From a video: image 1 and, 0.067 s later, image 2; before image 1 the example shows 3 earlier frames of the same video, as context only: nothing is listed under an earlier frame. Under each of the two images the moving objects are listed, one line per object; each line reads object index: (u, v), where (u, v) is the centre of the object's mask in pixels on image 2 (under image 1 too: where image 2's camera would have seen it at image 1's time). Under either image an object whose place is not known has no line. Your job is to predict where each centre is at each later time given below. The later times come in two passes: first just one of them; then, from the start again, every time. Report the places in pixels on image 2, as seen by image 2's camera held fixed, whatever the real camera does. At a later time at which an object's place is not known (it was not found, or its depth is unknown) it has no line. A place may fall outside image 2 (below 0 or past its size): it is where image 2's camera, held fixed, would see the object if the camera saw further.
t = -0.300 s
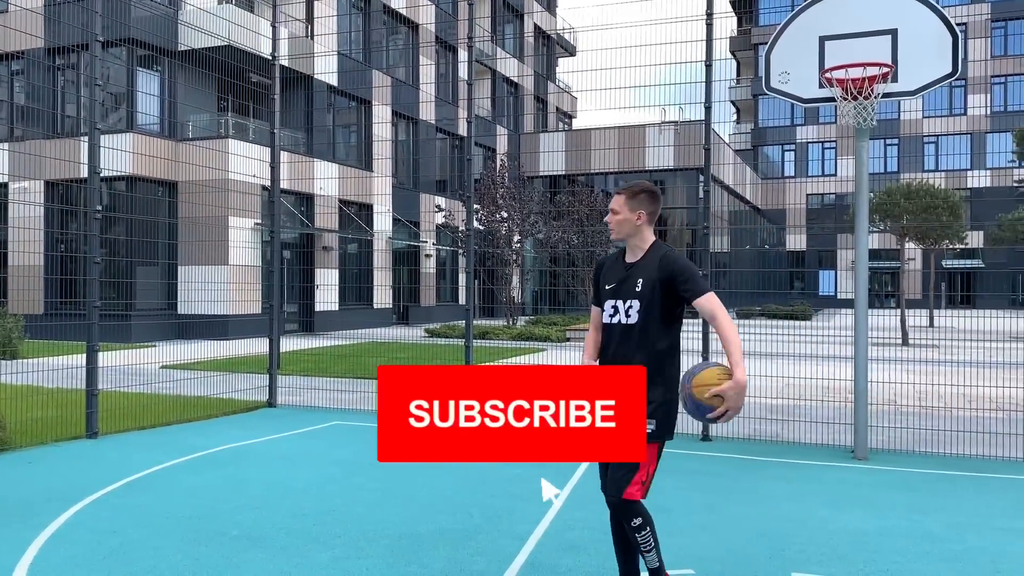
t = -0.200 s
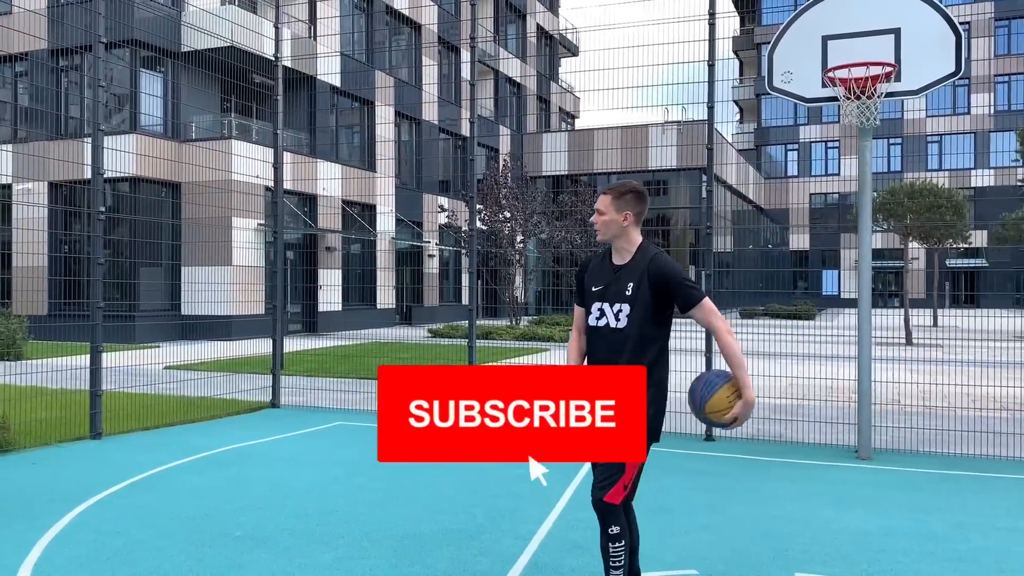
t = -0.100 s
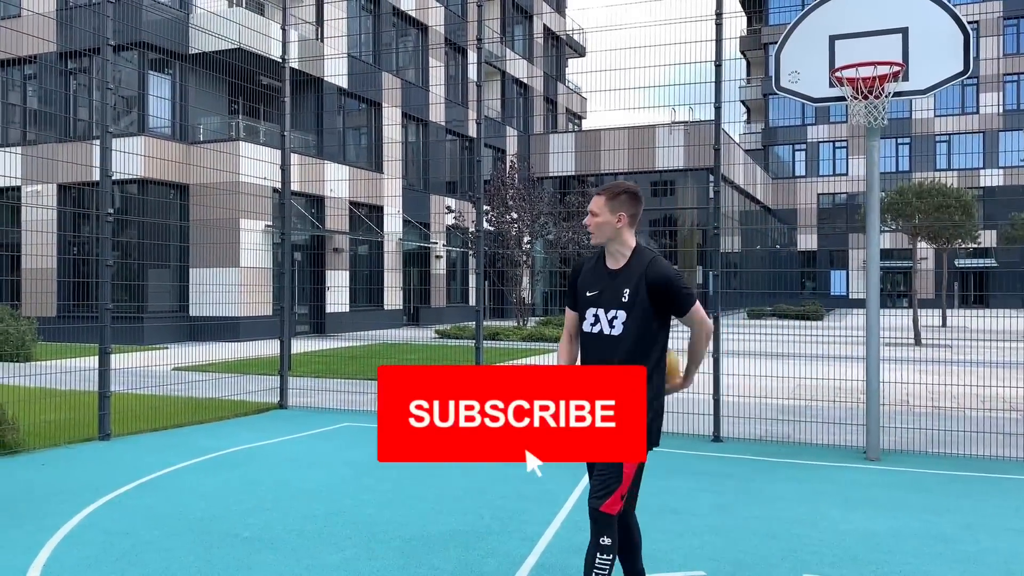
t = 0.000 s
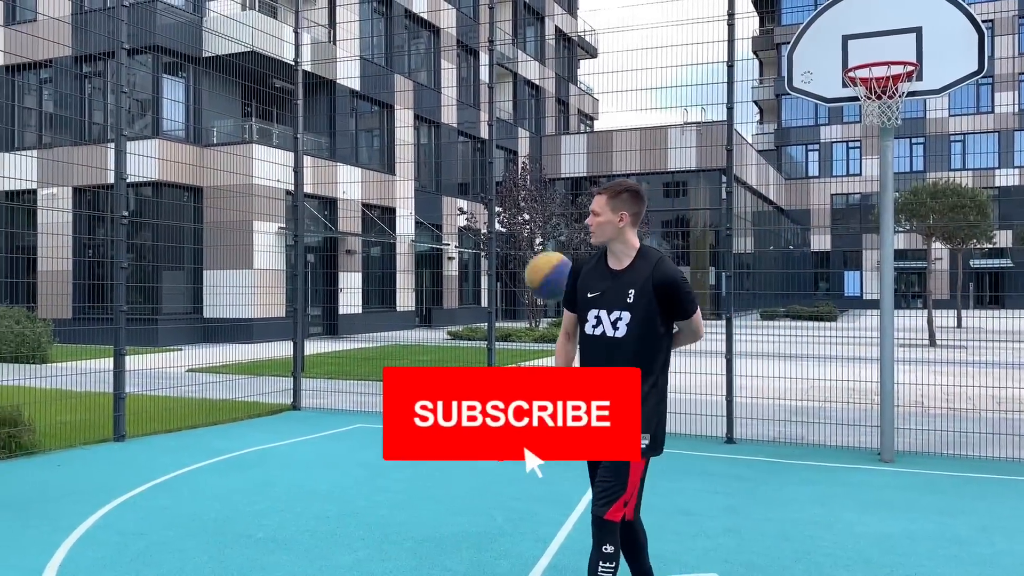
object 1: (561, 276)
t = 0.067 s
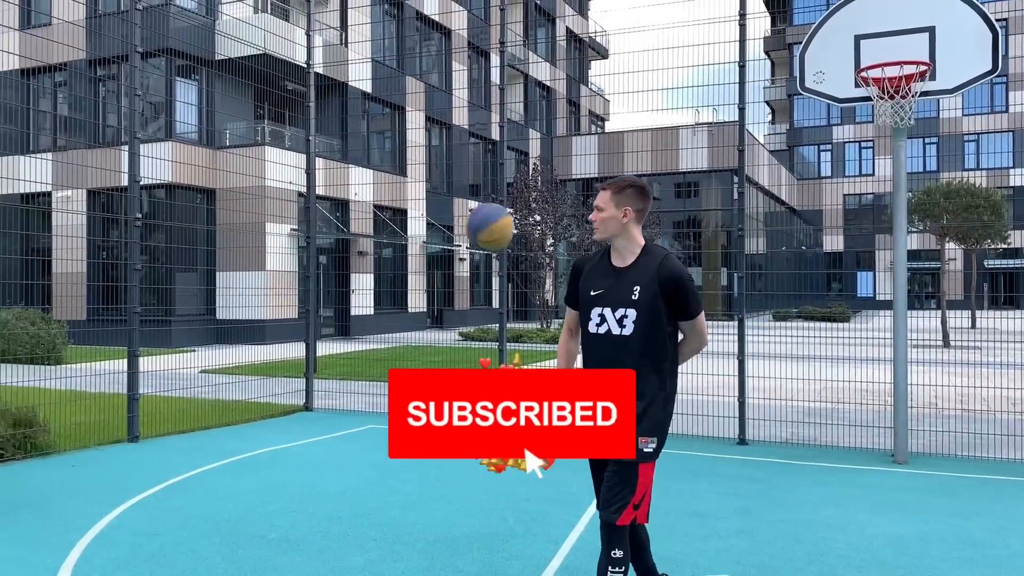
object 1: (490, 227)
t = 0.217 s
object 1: (344, 157)
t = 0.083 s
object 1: (472, 216)
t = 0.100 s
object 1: (454, 207)
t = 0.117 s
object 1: (439, 198)
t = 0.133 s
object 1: (422, 189)
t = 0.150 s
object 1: (406, 182)
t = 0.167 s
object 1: (391, 174)
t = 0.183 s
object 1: (375, 168)
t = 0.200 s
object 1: (359, 162)
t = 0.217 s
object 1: (344, 157)
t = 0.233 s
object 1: (330, 153)
